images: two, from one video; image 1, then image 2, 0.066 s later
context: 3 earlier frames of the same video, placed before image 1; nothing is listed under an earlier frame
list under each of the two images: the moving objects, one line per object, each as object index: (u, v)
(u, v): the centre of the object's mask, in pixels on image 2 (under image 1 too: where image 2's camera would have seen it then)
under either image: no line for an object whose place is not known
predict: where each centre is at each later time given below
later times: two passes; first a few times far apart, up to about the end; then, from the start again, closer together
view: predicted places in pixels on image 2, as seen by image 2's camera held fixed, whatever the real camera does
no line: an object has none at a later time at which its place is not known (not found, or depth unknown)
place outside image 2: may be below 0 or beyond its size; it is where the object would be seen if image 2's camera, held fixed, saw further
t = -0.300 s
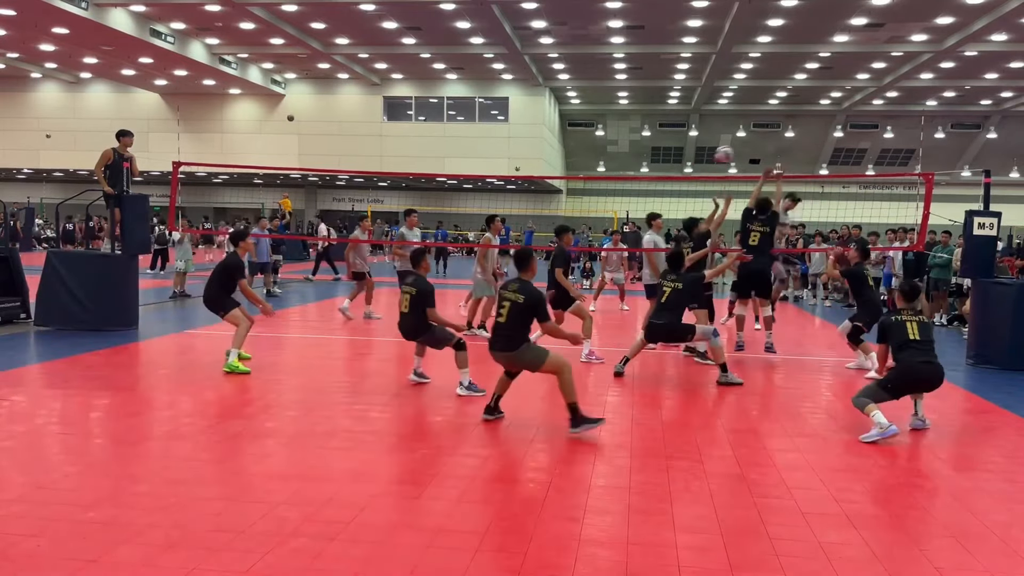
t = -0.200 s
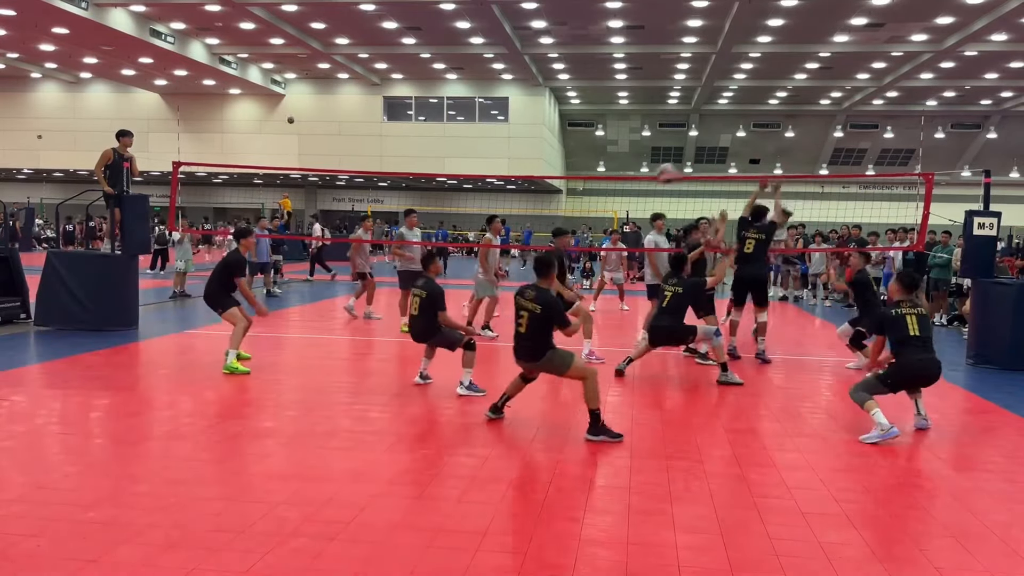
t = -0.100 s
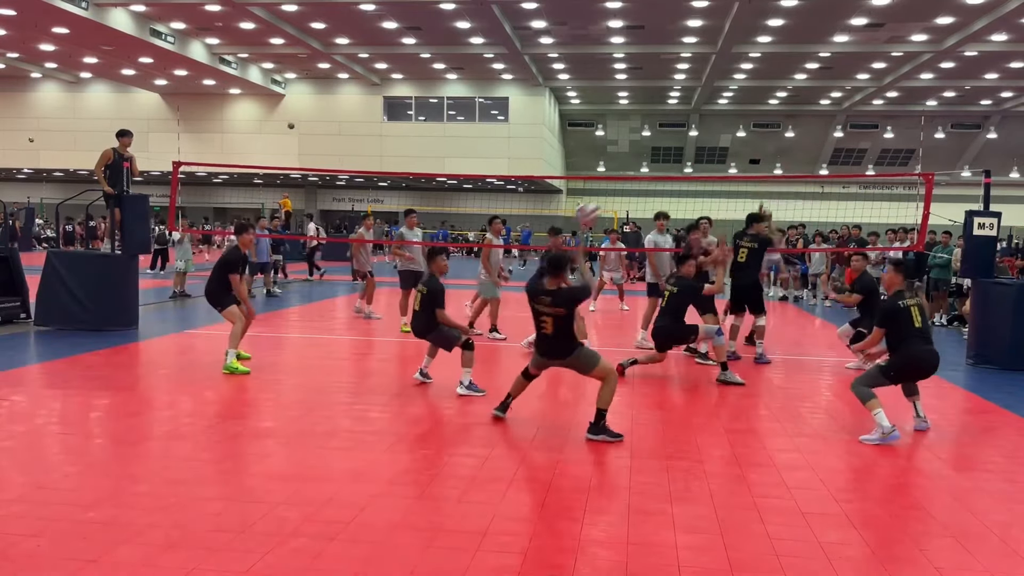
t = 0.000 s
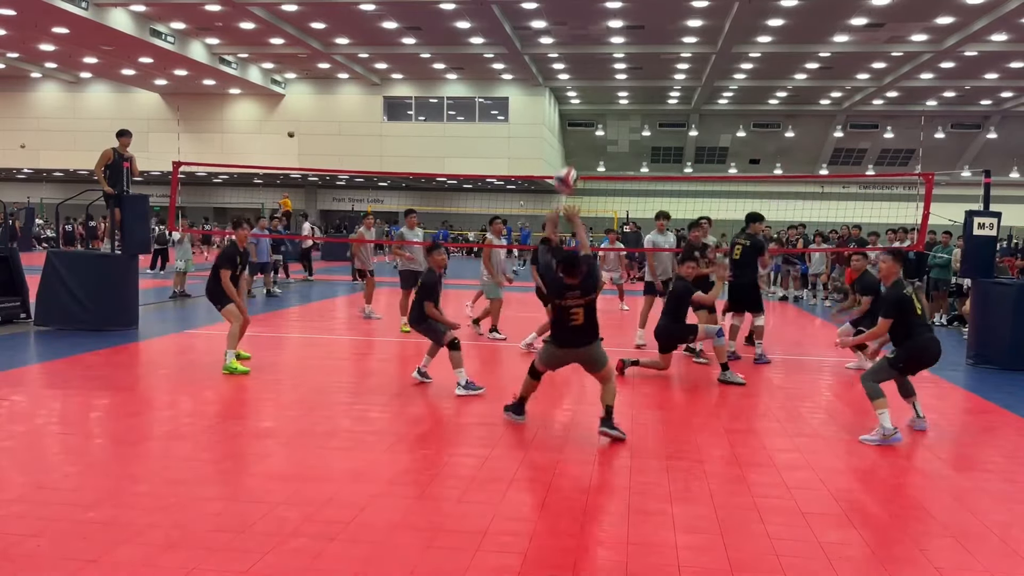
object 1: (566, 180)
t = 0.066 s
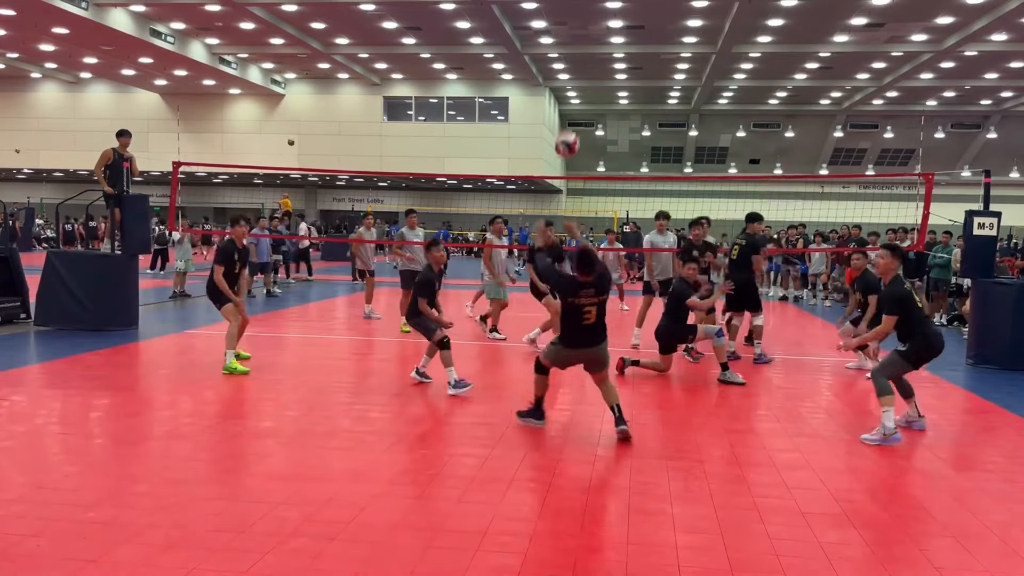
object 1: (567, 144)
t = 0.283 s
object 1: (568, 68)
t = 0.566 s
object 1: (568, 59)
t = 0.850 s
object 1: (563, 135)
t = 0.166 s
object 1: (567, 101)
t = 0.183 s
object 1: (568, 95)
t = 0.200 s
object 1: (568, 90)
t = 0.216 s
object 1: (567, 85)
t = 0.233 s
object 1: (568, 78)
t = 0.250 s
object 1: (569, 76)
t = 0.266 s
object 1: (569, 71)
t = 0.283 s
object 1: (568, 68)
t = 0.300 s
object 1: (568, 64)
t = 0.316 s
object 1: (568, 62)
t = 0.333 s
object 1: (568, 60)
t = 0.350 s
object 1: (568, 57)
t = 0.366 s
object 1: (568, 56)
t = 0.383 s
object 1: (567, 54)
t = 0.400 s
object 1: (568, 53)
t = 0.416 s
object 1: (568, 52)
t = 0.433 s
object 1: (567, 52)
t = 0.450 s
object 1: (568, 52)
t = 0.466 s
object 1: (568, 52)
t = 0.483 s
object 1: (568, 52)
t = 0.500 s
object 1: (567, 53)
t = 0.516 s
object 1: (568, 53)
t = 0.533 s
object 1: (568, 55)
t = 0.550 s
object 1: (567, 57)
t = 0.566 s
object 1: (568, 59)
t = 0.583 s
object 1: (567, 60)
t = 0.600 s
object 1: (566, 63)
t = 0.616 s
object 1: (566, 67)
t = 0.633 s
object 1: (566, 69)
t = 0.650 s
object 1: (565, 73)
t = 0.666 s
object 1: (565, 77)
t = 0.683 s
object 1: (565, 81)
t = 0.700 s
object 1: (564, 86)
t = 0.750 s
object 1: (564, 100)
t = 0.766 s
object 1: (563, 105)
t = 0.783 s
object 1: (563, 111)
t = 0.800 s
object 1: (564, 116)
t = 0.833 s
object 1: (562, 128)
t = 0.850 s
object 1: (563, 135)
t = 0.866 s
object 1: (563, 142)
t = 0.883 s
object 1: (563, 149)
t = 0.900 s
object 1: (562, 157)
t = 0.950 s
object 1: (561, 180)
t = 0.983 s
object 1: (559, 196)
